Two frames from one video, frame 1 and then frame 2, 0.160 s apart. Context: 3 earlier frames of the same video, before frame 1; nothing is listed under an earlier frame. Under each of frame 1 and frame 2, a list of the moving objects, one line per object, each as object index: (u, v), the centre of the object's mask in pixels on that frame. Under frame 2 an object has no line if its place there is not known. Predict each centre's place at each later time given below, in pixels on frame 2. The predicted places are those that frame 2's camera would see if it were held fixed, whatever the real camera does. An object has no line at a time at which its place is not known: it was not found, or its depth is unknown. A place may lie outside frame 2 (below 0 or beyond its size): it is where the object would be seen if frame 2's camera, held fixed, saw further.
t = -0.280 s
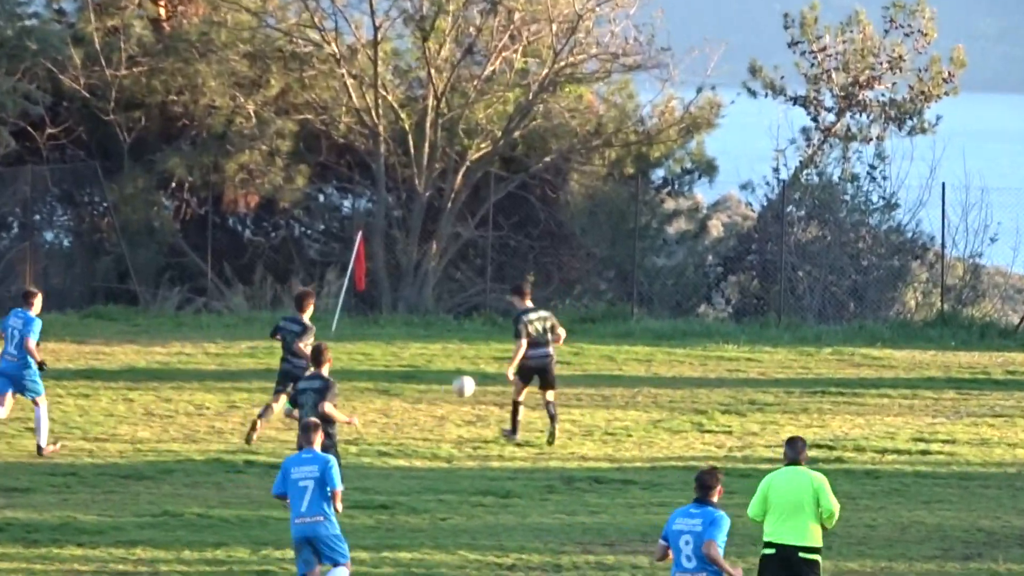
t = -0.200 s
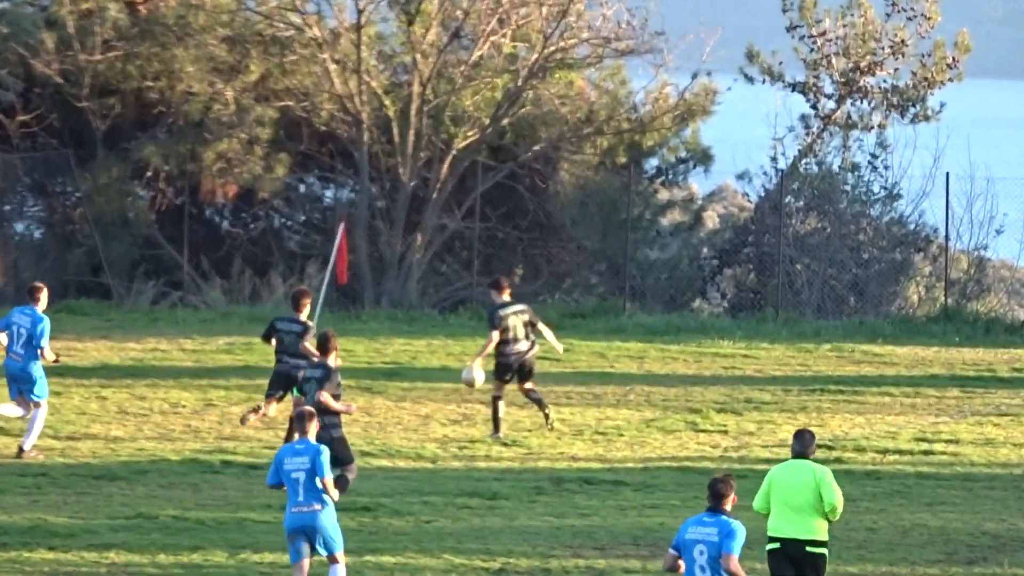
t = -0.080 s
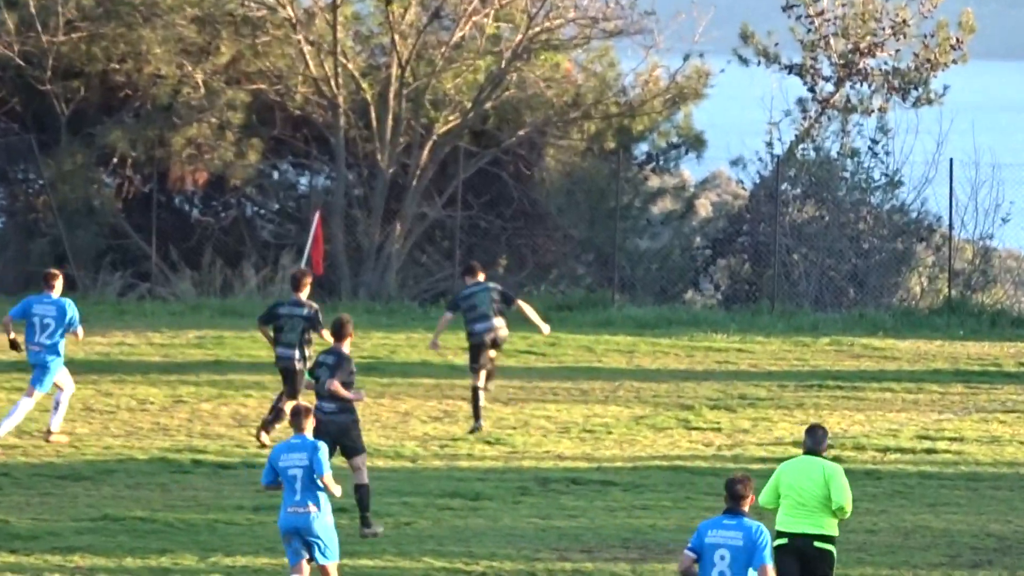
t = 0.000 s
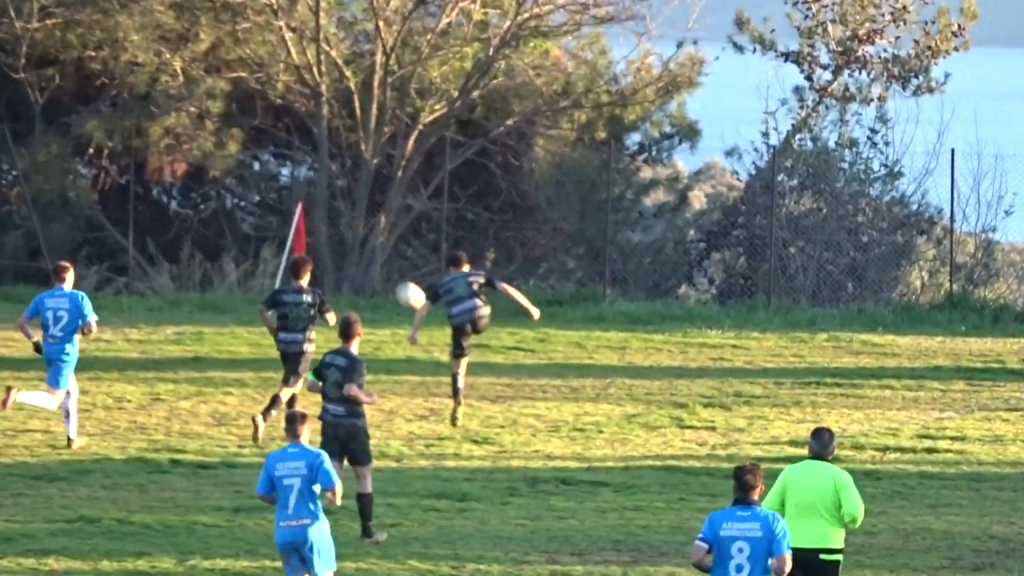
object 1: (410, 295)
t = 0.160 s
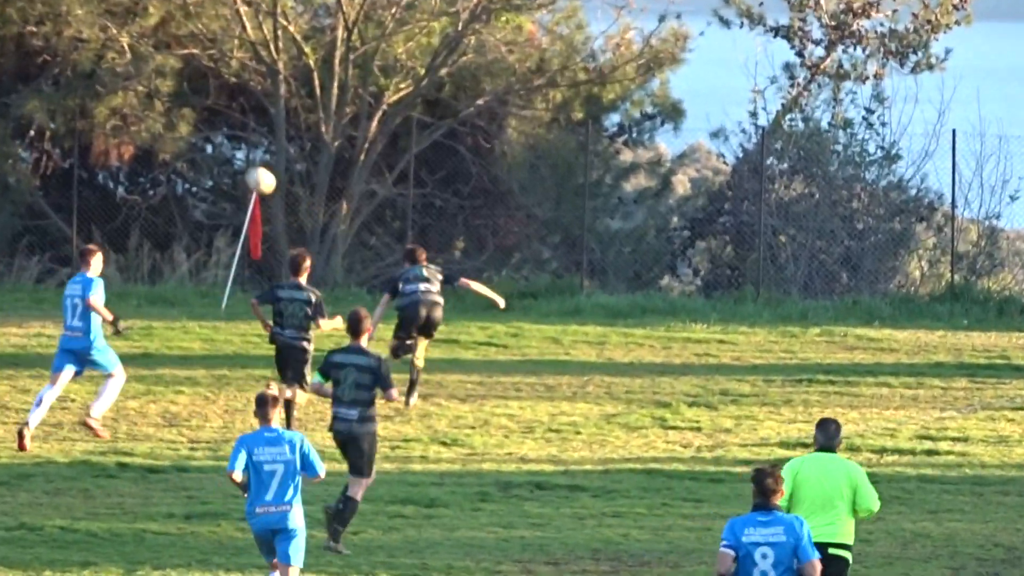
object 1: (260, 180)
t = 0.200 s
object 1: (234, 159)
